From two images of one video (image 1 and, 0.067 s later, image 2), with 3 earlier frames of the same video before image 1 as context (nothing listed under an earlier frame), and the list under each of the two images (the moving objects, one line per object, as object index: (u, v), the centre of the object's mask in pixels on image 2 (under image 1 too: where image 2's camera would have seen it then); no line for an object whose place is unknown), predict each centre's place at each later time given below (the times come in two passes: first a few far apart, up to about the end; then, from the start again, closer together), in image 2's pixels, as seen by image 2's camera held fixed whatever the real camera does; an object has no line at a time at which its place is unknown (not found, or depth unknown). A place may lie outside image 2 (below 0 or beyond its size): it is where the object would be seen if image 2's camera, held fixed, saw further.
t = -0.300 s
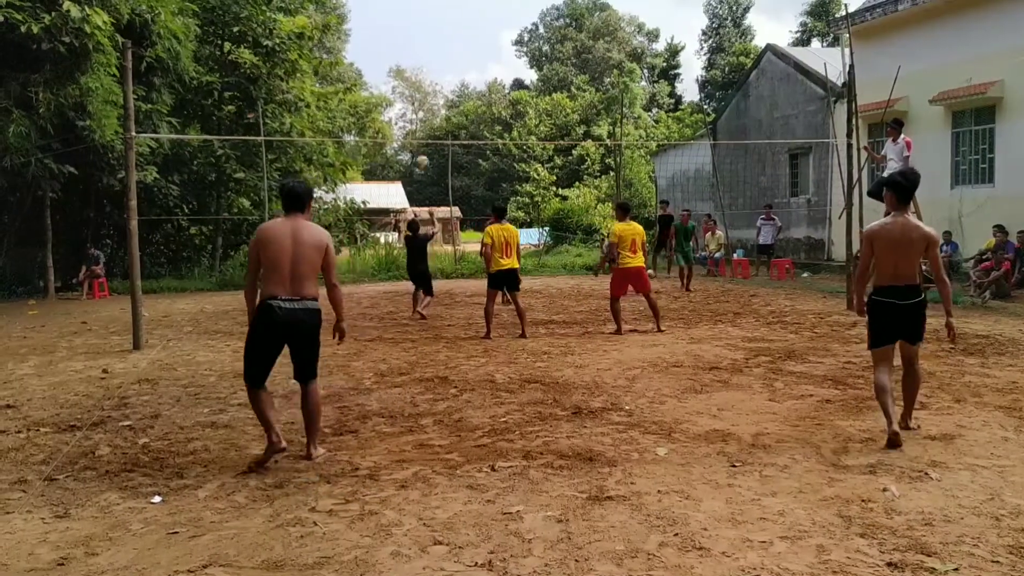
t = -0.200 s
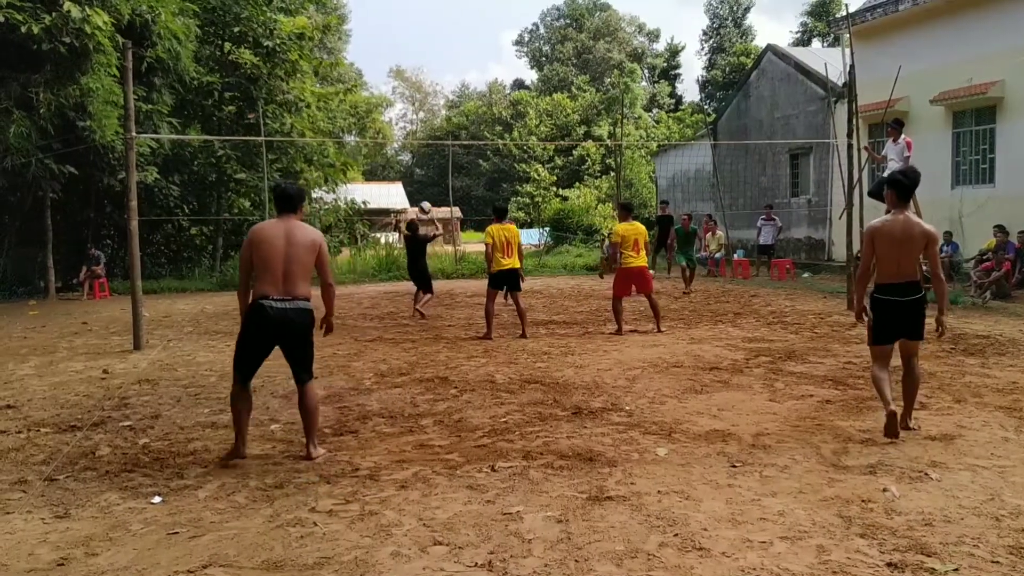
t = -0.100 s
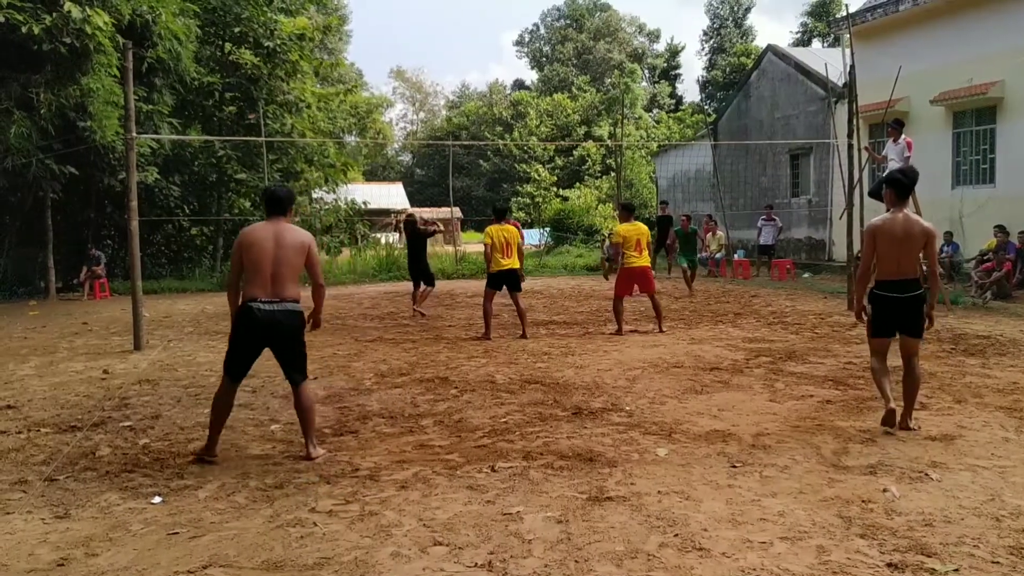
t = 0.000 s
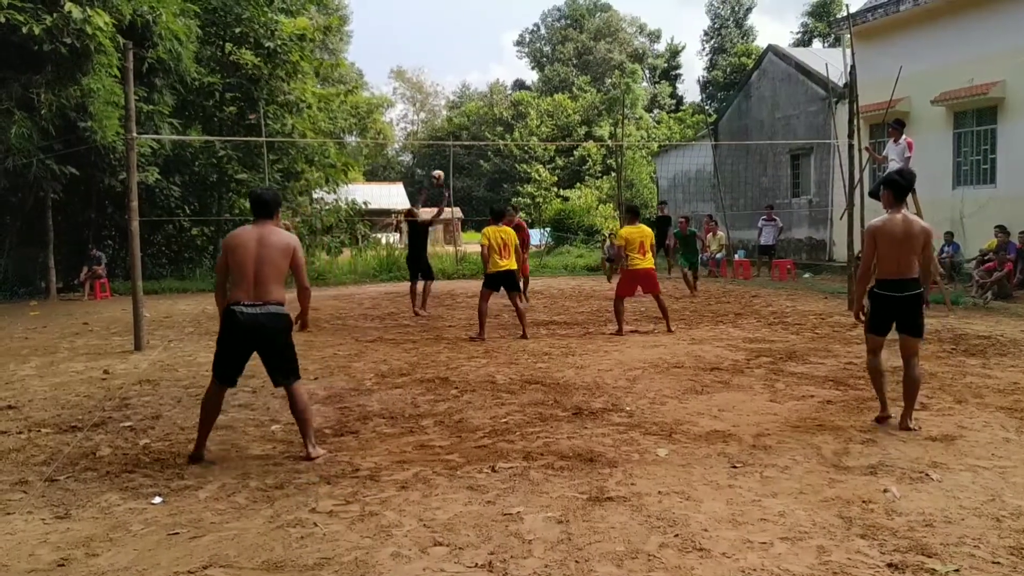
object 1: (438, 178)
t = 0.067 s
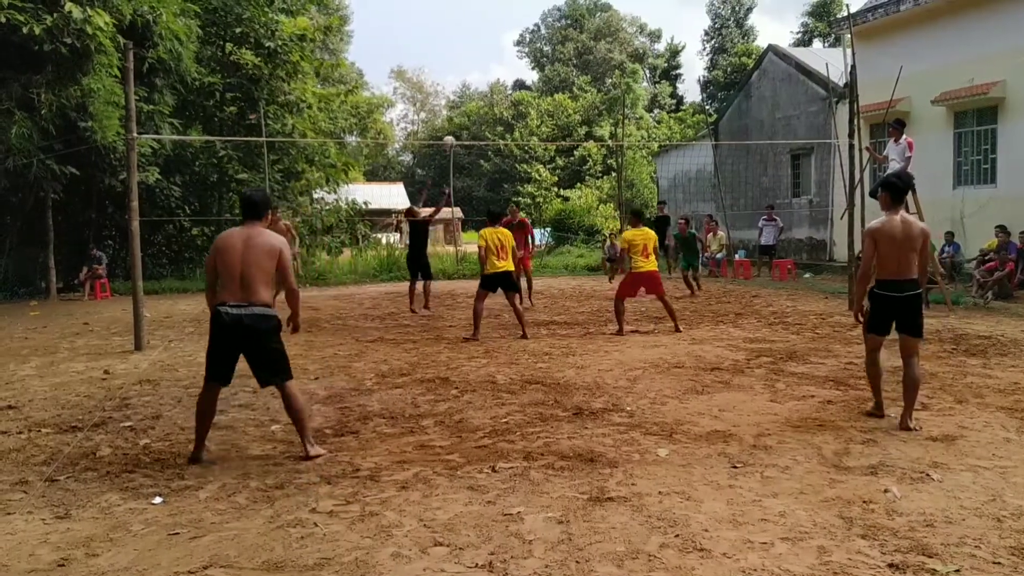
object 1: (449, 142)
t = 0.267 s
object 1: (481, 58)
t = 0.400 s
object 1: (502, 15)
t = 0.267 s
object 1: (481, 58)
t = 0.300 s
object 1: (486, 46)
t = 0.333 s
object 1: (492, 35)
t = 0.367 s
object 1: (497, 24)
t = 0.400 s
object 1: (502, 15)
